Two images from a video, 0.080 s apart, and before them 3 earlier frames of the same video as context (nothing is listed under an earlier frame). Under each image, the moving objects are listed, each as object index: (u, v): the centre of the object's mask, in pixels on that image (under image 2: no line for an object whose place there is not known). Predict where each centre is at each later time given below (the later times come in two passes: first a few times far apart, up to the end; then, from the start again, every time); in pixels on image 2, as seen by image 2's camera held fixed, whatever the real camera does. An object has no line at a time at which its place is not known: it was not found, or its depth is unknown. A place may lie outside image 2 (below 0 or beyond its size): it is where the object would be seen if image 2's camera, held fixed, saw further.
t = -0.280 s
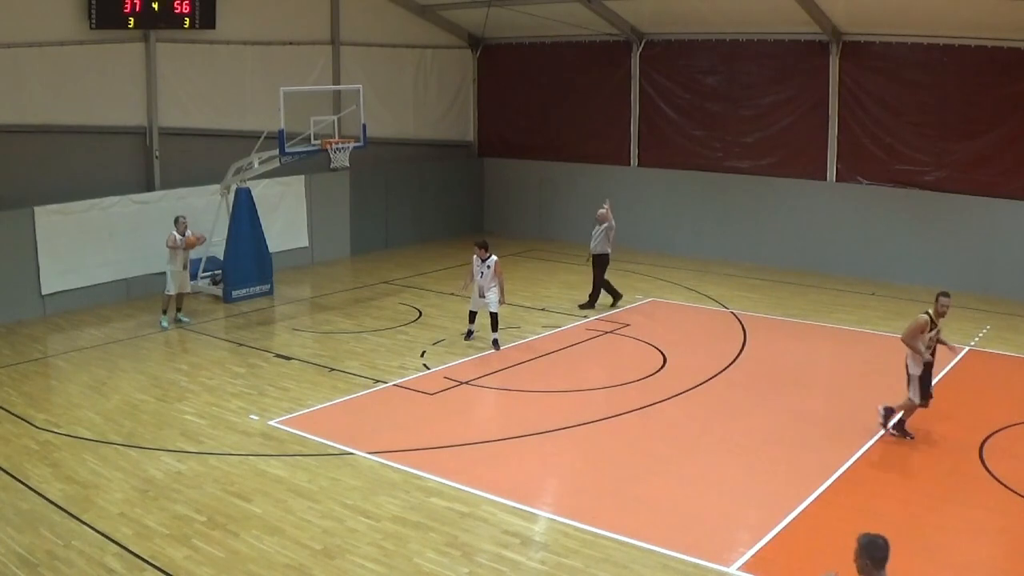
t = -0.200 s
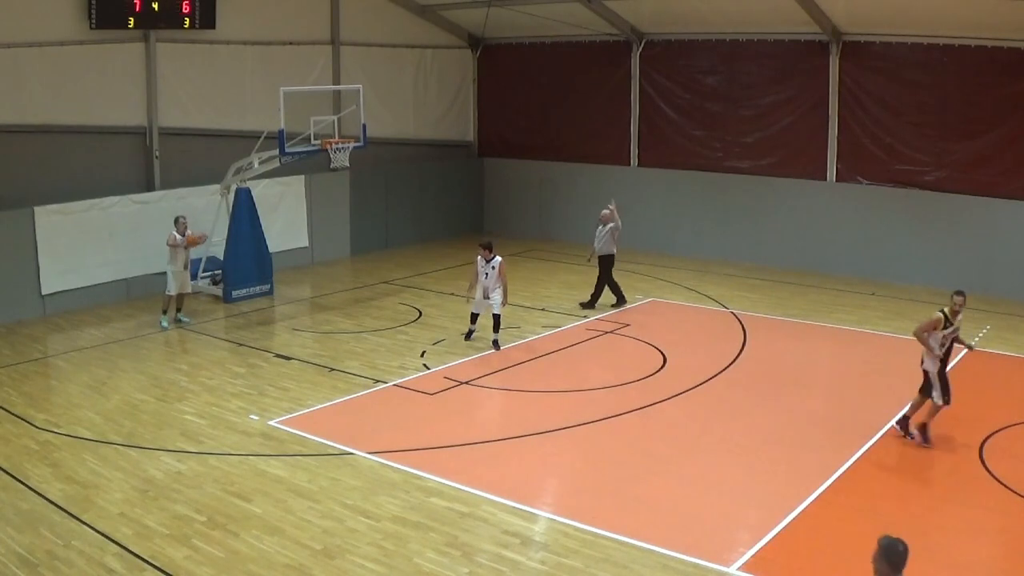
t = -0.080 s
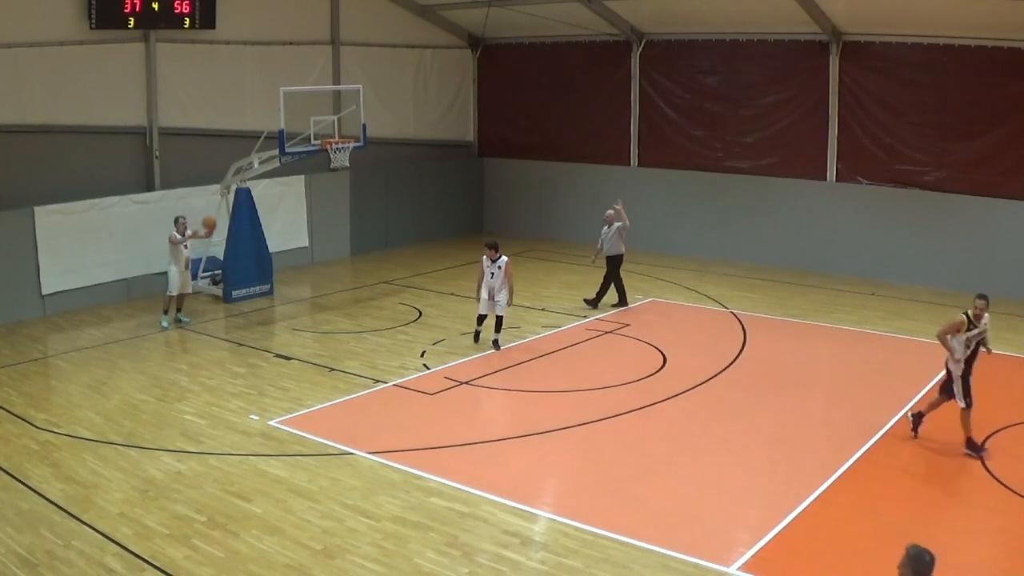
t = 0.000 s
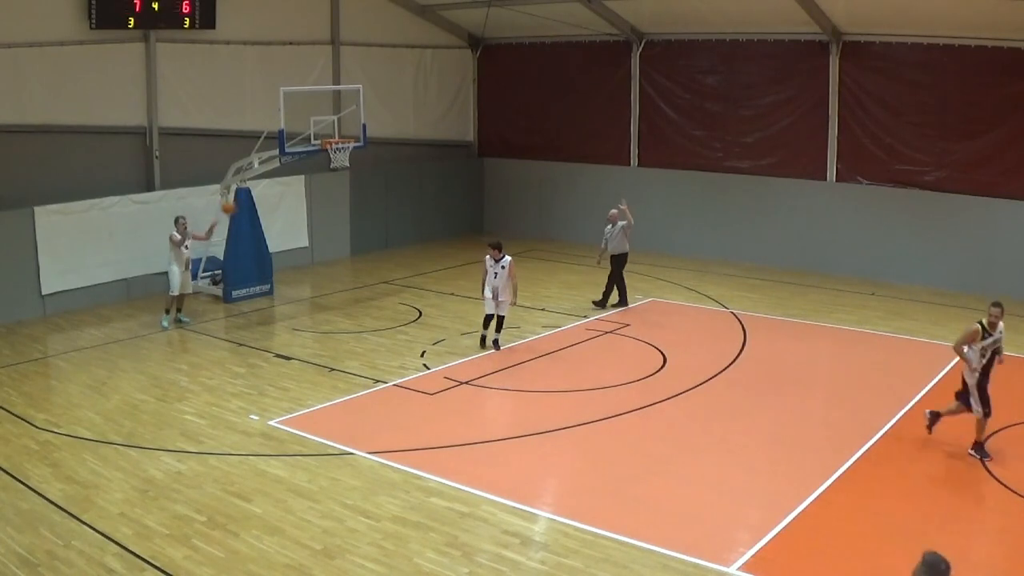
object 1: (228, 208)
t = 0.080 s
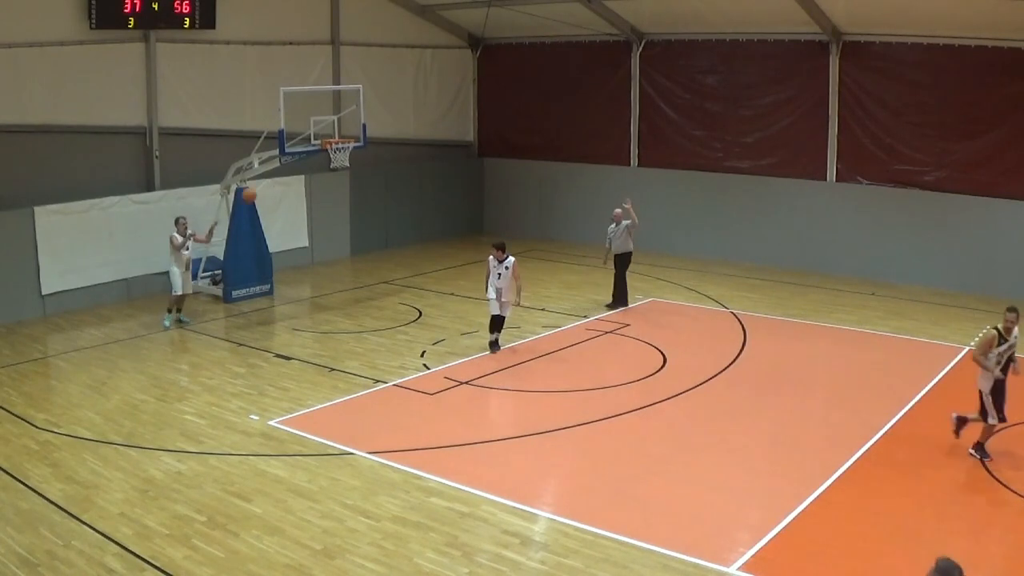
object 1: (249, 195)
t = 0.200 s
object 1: (281, 184)
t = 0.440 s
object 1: (348, 187)
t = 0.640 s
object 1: (408, 221)
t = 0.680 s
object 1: (421, 231)
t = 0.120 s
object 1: (259, 190)
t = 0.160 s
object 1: (270, 186)
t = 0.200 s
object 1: (281, 184)
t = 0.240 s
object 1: (291, 181)
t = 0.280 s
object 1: (303, 180)
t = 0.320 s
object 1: (313, 180)
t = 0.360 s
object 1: (325, 181)
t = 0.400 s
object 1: (337, 183)
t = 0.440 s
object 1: (348, 187)
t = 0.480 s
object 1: (360, 191)
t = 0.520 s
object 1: (372, 197)
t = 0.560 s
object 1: (384, 204)
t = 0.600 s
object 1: (396, 212)
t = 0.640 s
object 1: (408, 221)
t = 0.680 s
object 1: (421, 231)
